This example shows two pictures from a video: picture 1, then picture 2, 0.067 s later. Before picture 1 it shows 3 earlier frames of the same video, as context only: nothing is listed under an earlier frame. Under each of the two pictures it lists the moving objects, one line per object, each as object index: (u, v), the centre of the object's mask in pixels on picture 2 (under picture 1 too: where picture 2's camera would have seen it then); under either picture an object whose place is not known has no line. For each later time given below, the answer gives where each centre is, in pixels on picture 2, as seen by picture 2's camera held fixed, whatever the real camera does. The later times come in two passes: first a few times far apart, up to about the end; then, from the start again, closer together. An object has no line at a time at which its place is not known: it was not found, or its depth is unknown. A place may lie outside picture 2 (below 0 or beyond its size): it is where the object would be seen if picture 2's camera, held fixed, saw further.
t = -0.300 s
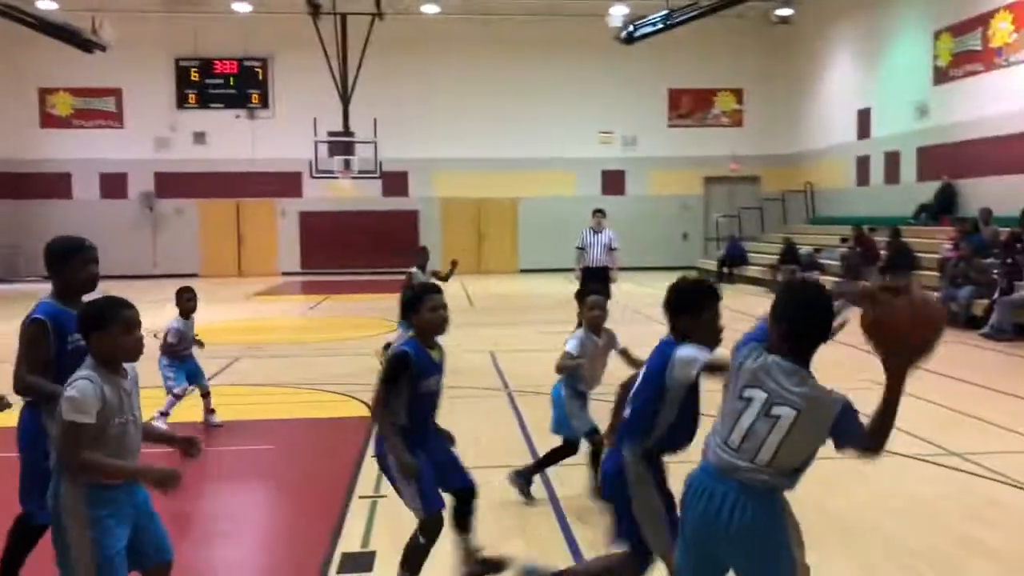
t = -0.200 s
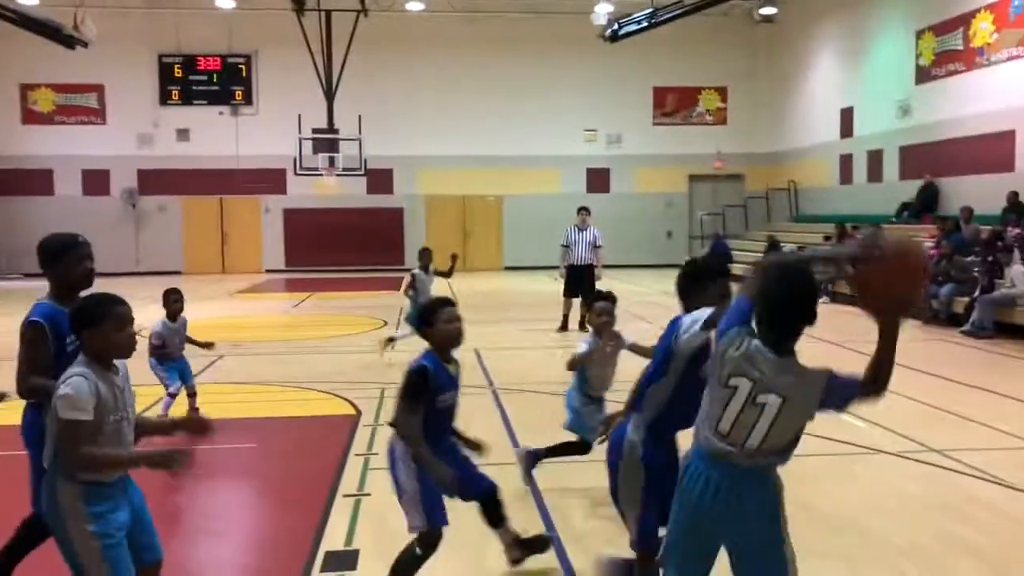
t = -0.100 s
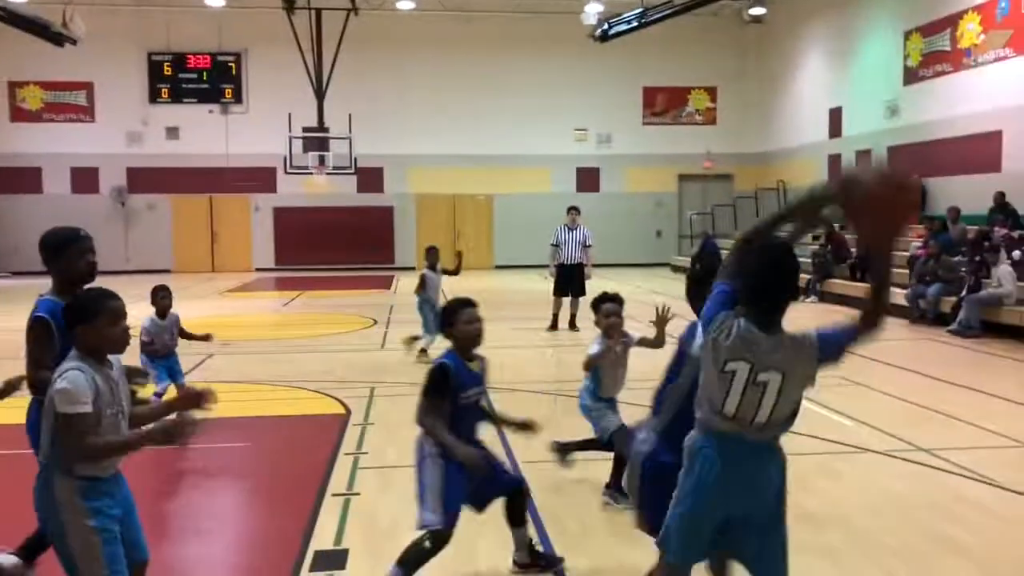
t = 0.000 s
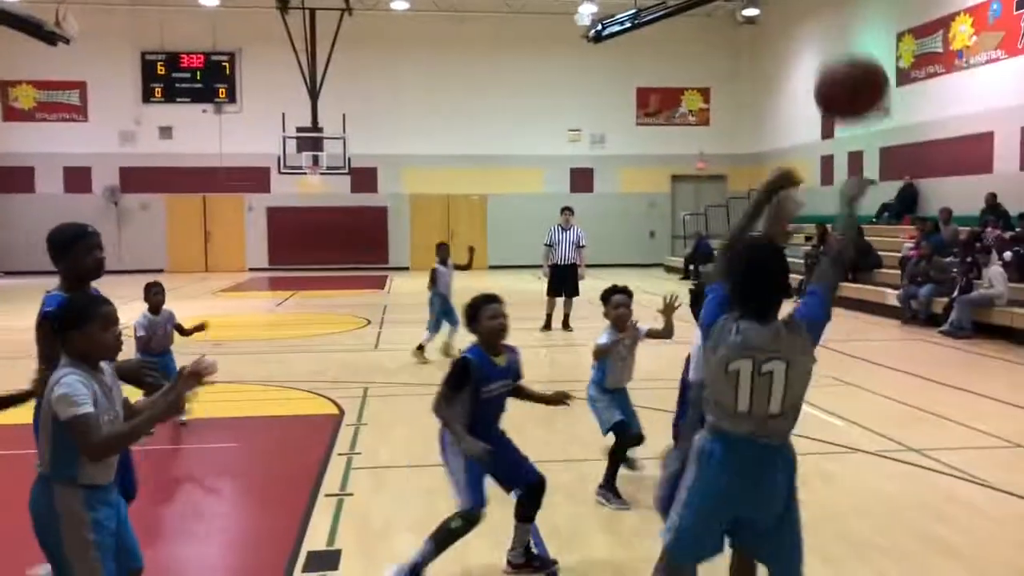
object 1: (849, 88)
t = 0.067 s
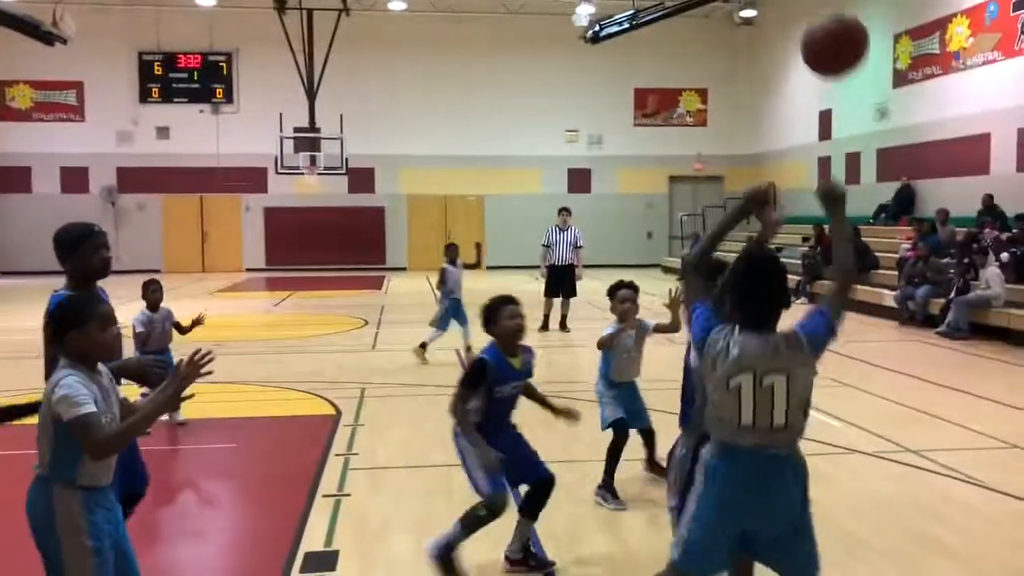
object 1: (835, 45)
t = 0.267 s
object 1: (802, 14)
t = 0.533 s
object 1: (778, 80)
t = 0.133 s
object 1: (821, 22)
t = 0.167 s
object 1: (814, 18)
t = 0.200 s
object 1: (812, 14)
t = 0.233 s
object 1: (807, 13)
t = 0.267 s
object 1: (802, 14)
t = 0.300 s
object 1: (799, 15)
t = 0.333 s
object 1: (796, 18)
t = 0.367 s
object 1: (793, 24)
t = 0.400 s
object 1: (790, 32)
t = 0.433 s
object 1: (787, 43)
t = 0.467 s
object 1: (784, 54)
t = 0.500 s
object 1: (781, 67)
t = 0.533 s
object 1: (778, 80)
